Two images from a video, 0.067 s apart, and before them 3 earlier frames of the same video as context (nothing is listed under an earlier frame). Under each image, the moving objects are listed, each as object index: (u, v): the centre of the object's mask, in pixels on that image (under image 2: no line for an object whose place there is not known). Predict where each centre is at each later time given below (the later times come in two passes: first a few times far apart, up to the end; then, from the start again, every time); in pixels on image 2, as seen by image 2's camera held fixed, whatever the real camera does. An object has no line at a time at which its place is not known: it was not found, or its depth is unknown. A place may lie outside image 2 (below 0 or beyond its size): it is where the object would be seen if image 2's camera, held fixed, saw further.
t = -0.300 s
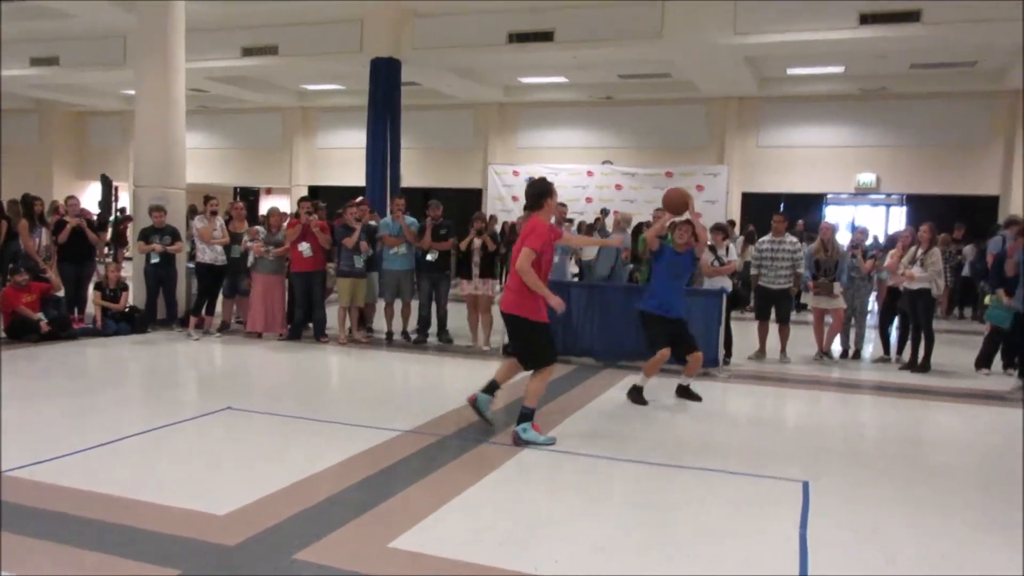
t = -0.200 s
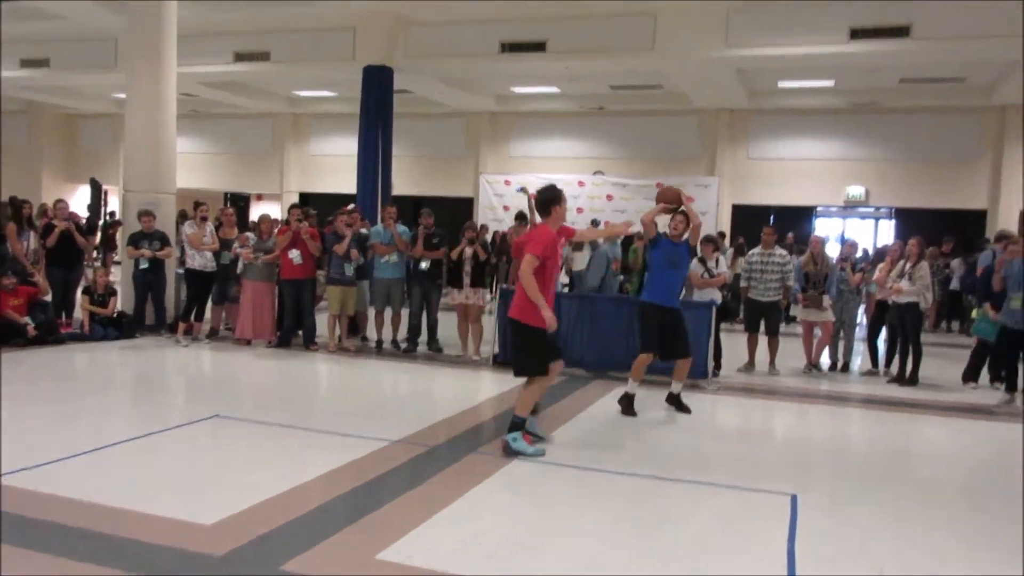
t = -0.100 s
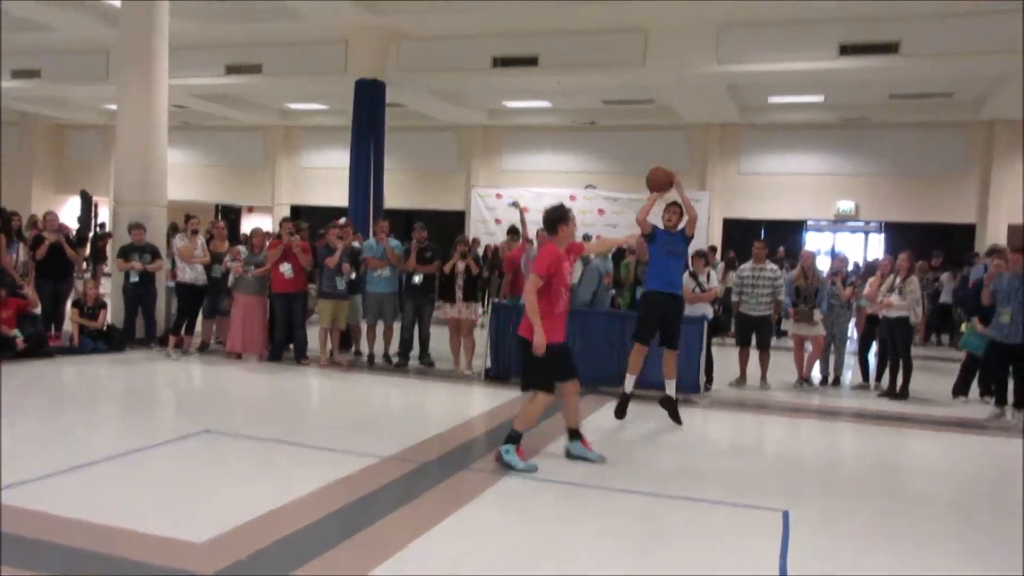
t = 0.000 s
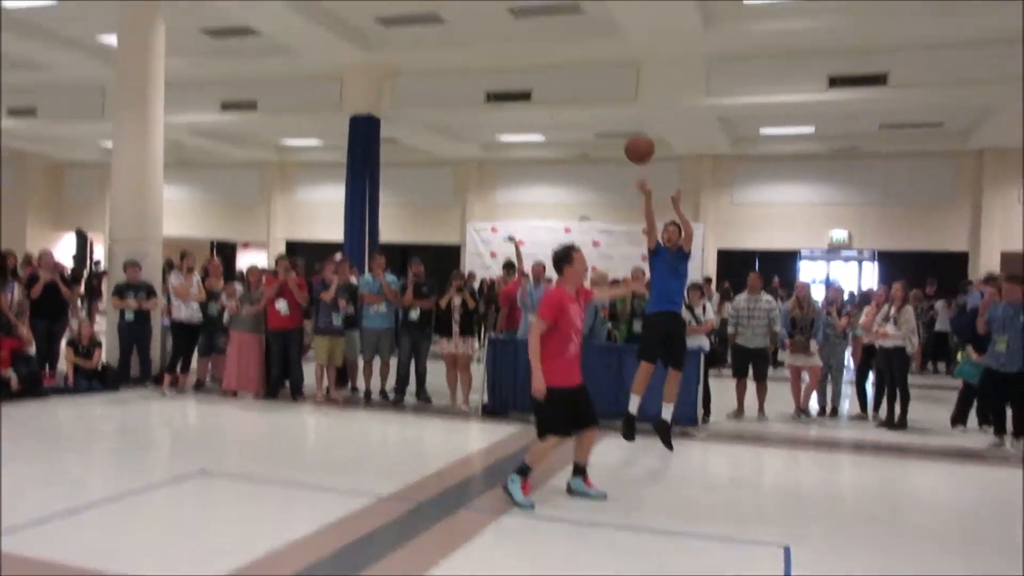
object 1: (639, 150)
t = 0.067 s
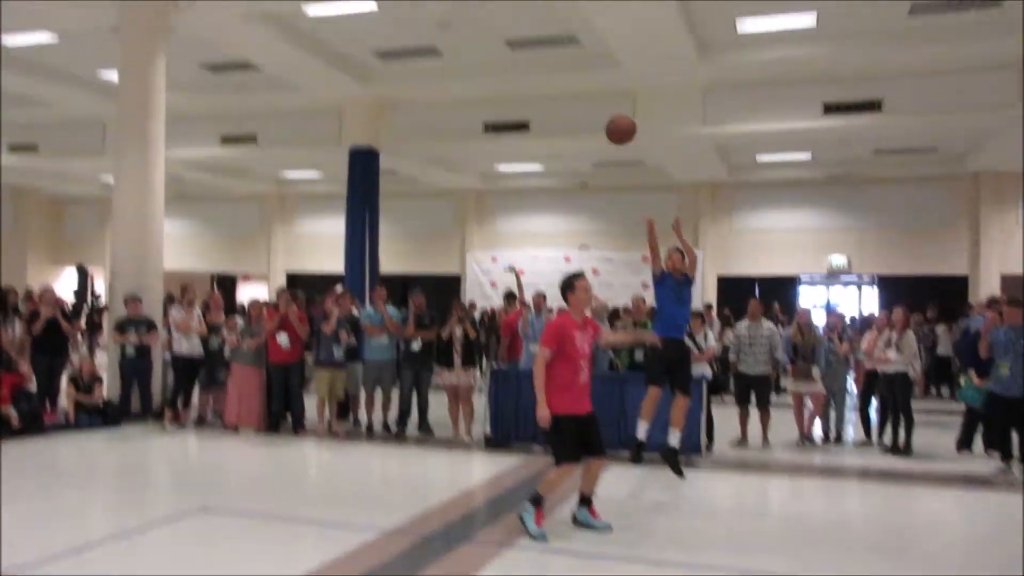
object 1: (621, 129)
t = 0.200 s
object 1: (580, 31)
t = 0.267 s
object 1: (555, -14)
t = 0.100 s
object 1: (611, 105)
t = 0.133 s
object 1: (600, 80)
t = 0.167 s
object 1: (591, 54)
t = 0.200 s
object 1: (580, 31)
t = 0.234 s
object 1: (568, 9)
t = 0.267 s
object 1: (555, -14)
